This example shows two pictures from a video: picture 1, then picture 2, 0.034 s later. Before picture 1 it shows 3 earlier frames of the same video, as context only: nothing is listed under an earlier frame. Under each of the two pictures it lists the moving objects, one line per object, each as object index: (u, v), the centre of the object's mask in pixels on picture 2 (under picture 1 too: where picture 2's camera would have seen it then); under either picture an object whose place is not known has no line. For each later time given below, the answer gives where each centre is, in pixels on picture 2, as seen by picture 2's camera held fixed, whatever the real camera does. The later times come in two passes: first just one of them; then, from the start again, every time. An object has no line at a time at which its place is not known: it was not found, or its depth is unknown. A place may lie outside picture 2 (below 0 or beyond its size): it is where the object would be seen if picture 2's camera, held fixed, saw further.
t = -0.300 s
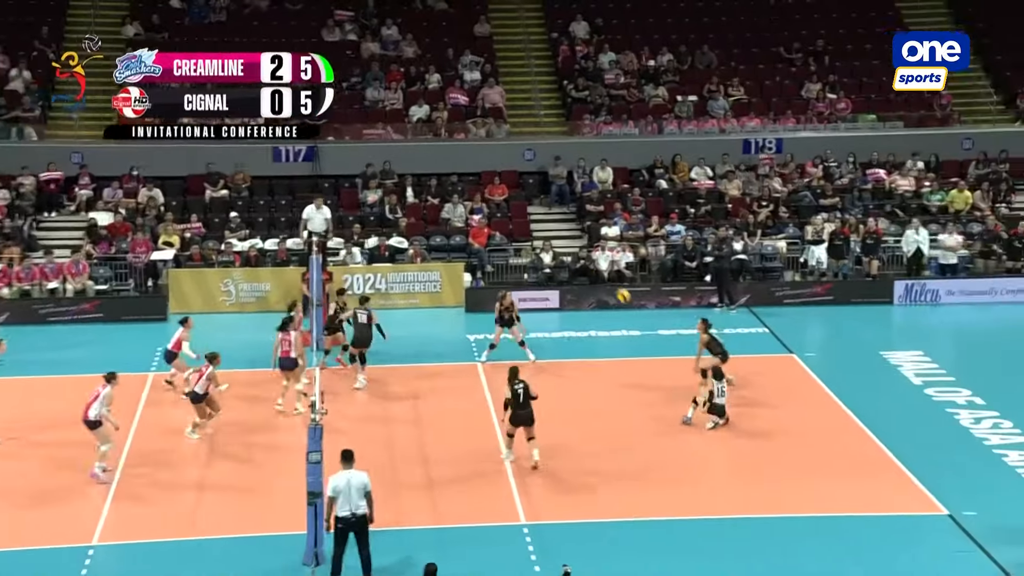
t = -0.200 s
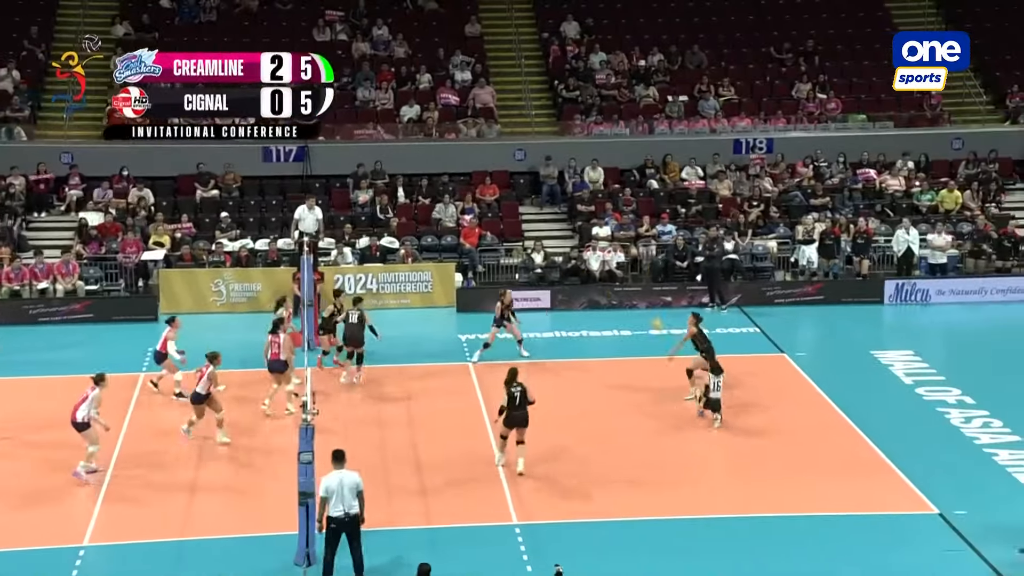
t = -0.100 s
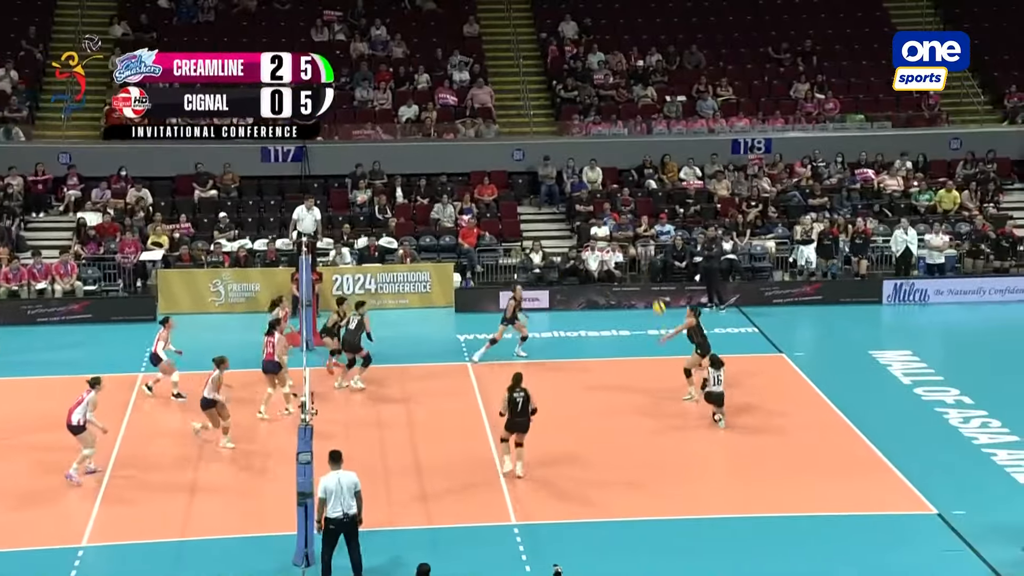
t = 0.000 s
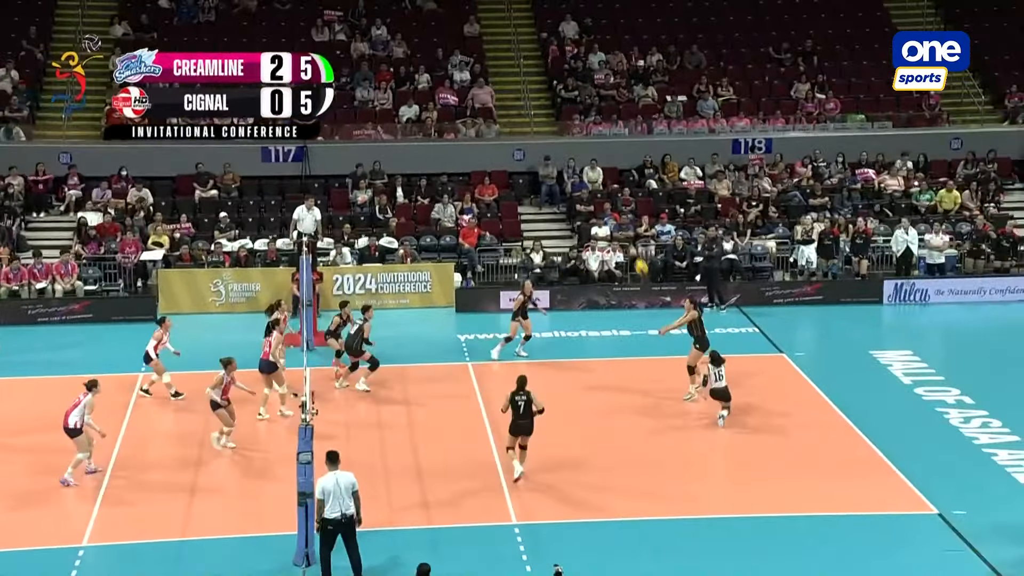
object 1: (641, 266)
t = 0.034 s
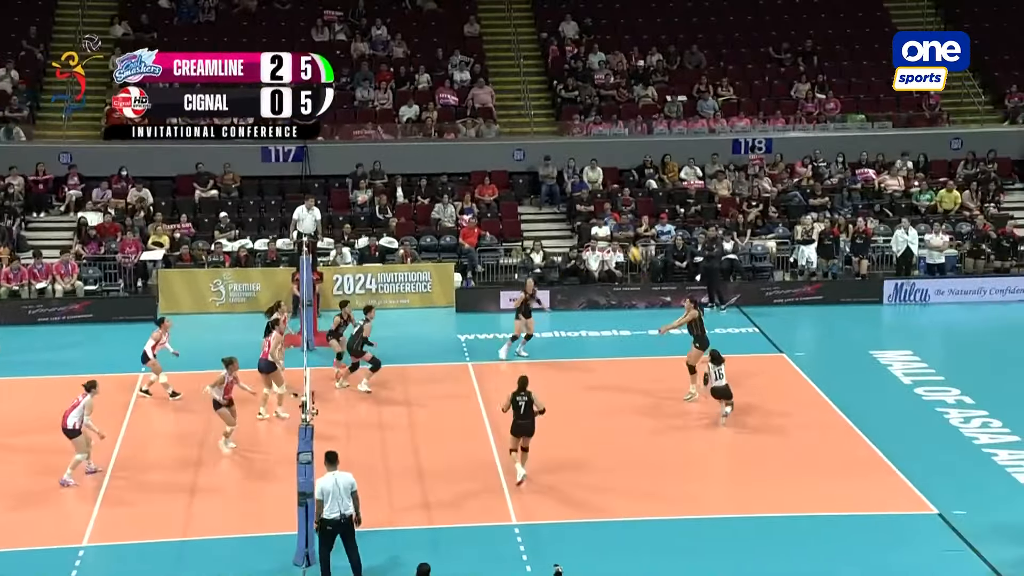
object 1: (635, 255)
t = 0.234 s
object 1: (598, 193)
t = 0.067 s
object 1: (629, 242)
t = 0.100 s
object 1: (622, 232)
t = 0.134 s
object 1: (616, 220)
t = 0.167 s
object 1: (610, 211)
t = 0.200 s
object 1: (604, 202)
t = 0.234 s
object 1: (598, 193)
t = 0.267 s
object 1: (592, 184)
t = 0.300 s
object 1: (587, 176)
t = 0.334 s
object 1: (579, 170)
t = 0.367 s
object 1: (574, 165)
